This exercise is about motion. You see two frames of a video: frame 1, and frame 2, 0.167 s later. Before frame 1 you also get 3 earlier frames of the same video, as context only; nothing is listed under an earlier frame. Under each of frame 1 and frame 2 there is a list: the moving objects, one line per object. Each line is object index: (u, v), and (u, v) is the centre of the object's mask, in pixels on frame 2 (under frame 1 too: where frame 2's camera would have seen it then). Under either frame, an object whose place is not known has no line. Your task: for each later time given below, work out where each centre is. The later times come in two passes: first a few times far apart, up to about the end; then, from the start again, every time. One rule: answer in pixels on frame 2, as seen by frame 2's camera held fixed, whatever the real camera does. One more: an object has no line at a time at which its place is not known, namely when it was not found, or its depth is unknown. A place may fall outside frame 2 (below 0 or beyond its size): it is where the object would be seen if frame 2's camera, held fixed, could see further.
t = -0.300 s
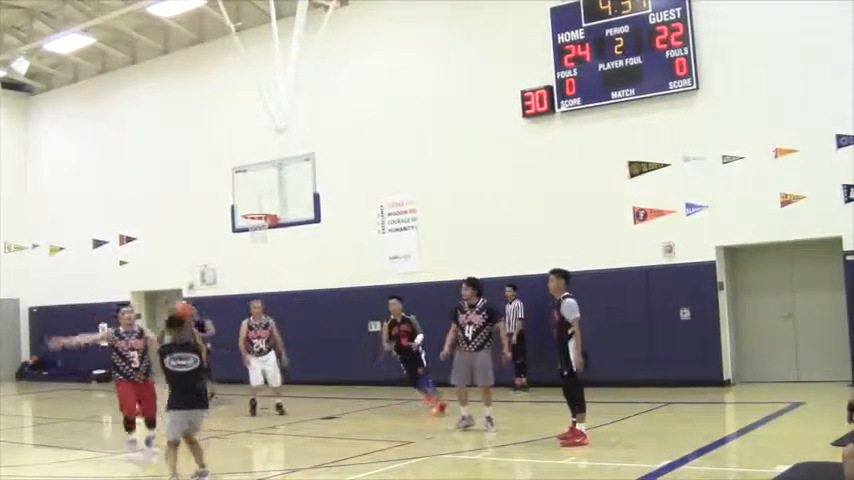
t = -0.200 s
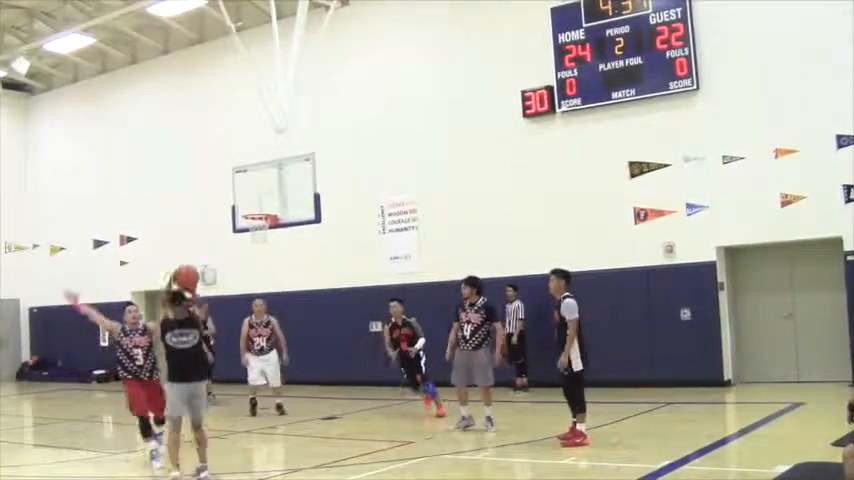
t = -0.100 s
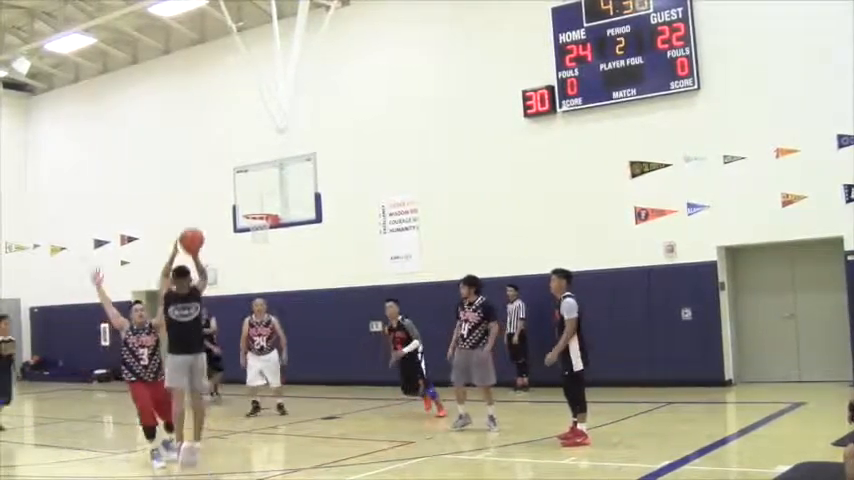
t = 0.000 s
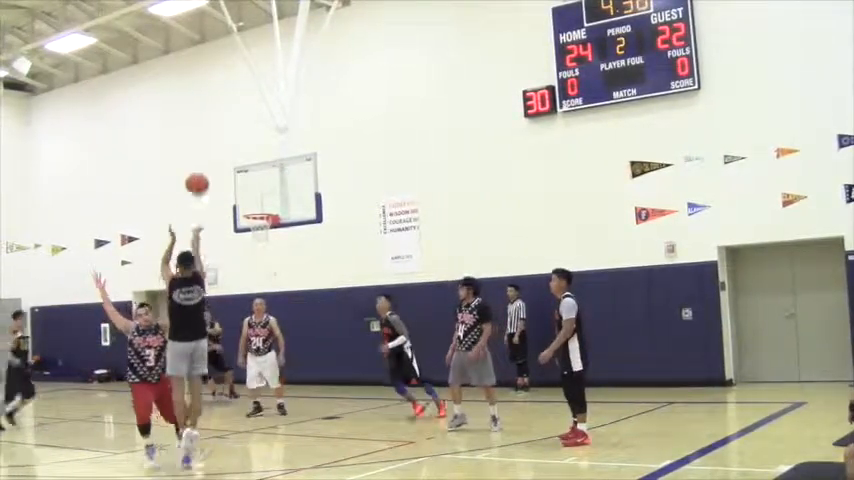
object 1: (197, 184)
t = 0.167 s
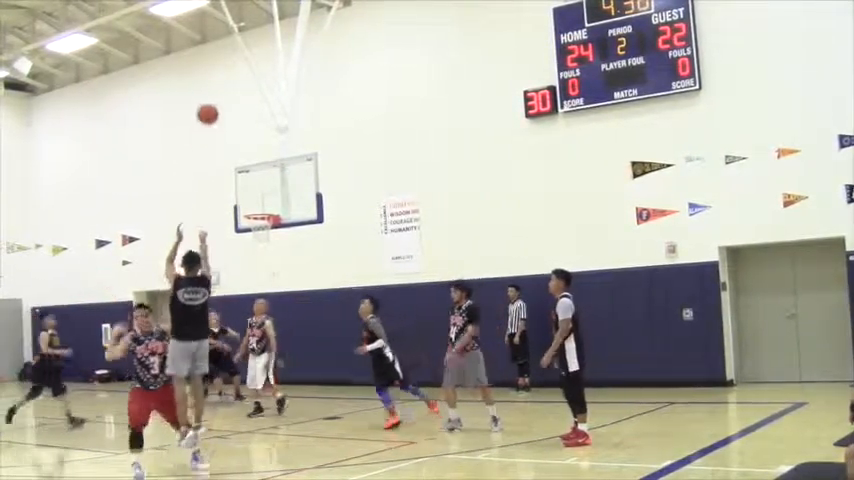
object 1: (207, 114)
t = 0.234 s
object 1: (211, 96)
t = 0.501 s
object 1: (224, 67)
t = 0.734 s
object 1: (235, 85)
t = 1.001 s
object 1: (246, 145)
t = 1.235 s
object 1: (259, 207)
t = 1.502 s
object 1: (313, 171)
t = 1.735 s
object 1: (368, 175)
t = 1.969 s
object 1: (431, 219)
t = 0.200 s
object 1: (209, 104)
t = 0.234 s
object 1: (211, 96)
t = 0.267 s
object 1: (213, 89)
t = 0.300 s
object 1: (215, 83)
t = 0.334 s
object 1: (216, 77)
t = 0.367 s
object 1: (218, 73)
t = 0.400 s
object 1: (220, 70)
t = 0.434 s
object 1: (221, 68)
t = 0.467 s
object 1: (223, 67)
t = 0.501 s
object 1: (224, 67)
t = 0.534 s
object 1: (226, 67)
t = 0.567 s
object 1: (228, 68)
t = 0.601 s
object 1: (229, 70)
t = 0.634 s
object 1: (231, 73)
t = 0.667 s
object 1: (232, 76)
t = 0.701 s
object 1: (234, 81)
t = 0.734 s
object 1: (235, 85)
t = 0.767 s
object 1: (237, 91)
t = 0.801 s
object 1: (238, 97)
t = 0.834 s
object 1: (240, 103)
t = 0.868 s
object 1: (241, 111)
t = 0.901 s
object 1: (242, 119)
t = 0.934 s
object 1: (244, 127)
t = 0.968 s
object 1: (245, 135)
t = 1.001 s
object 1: (246, 145)
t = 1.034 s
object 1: (247, 155)
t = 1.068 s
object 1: (249, 166)
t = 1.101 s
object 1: (249, 176)
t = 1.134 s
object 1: (251, 188)
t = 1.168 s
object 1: (252, 199)
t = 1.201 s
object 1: (253, 211)
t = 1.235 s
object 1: (259, 207)
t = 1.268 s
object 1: (265, 200)
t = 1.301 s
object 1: (272, 194)
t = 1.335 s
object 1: (278, 189)
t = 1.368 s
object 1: (285, 184)
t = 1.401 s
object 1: (292, 180)
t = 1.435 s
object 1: (299, 176)
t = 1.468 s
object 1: (306, 173)
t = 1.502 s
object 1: (313, 171)
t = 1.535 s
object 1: (320, 169)
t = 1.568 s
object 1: (328, 168)
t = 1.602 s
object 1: (336, 168)
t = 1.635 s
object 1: (344, 169)
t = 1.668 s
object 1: (351, 170)
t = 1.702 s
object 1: (360, 172)
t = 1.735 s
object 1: (368, 175)
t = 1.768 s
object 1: (377, 179)
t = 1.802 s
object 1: (385, 183)
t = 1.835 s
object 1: (394, 189)
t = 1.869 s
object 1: (403, 195)
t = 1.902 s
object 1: (412, 202)
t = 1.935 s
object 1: (421, 210)
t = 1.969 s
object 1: (431, 219)
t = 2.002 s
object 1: (440, 229)
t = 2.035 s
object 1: (450, 239)
